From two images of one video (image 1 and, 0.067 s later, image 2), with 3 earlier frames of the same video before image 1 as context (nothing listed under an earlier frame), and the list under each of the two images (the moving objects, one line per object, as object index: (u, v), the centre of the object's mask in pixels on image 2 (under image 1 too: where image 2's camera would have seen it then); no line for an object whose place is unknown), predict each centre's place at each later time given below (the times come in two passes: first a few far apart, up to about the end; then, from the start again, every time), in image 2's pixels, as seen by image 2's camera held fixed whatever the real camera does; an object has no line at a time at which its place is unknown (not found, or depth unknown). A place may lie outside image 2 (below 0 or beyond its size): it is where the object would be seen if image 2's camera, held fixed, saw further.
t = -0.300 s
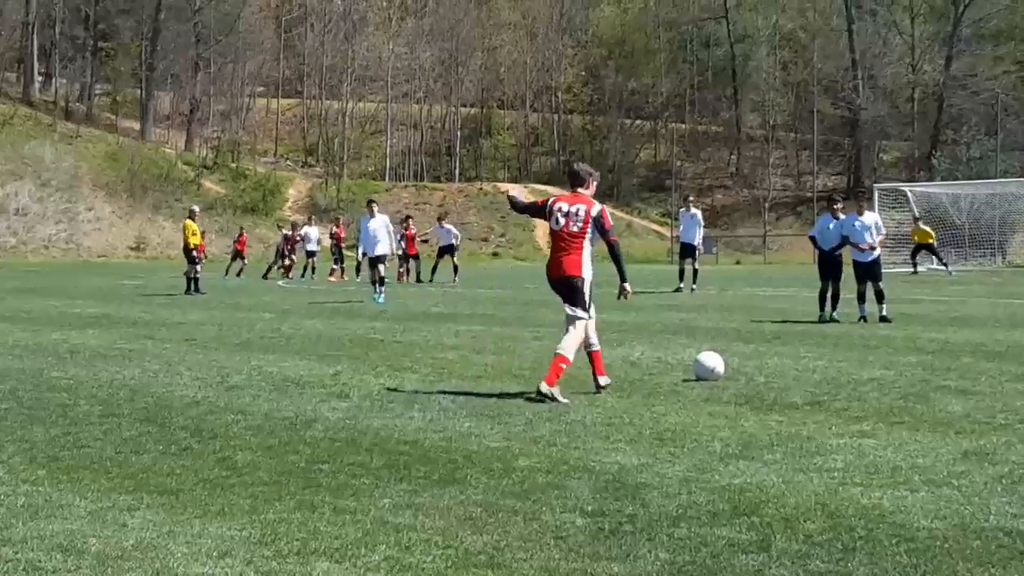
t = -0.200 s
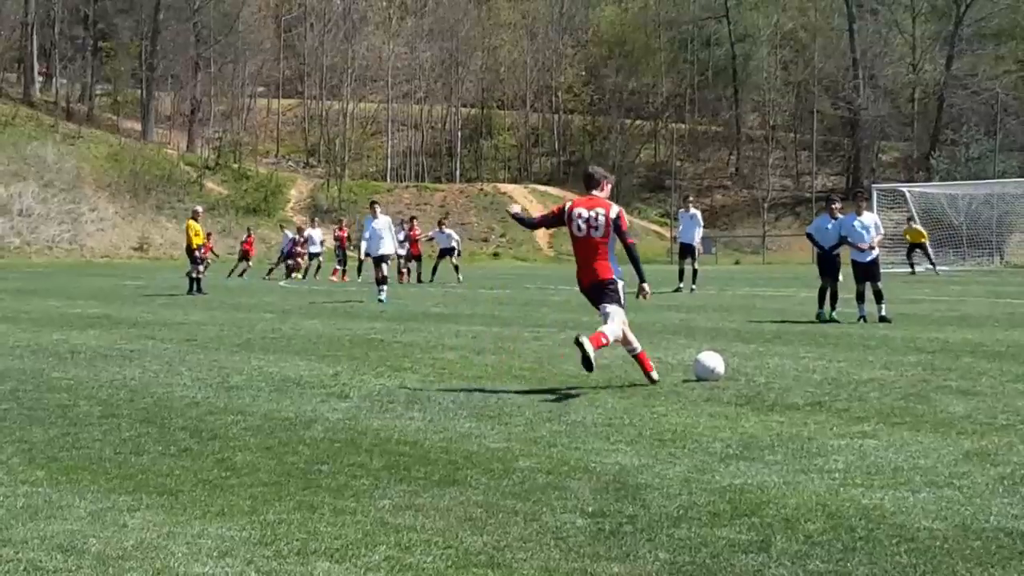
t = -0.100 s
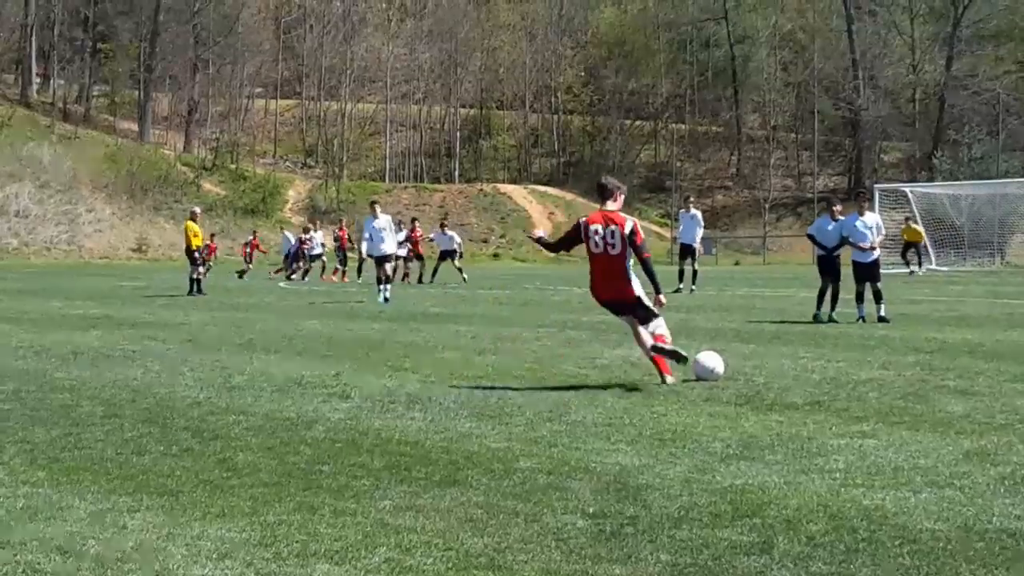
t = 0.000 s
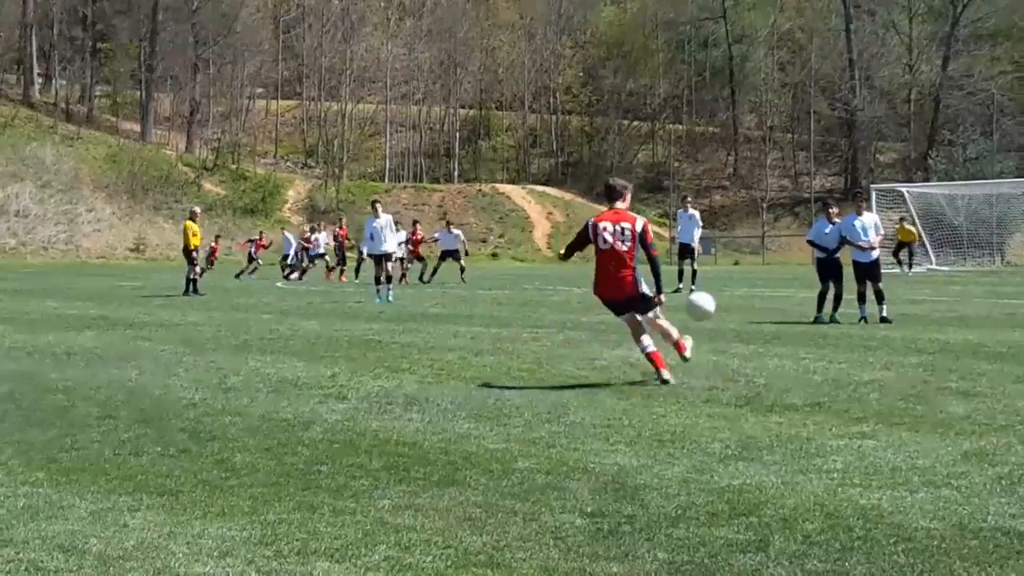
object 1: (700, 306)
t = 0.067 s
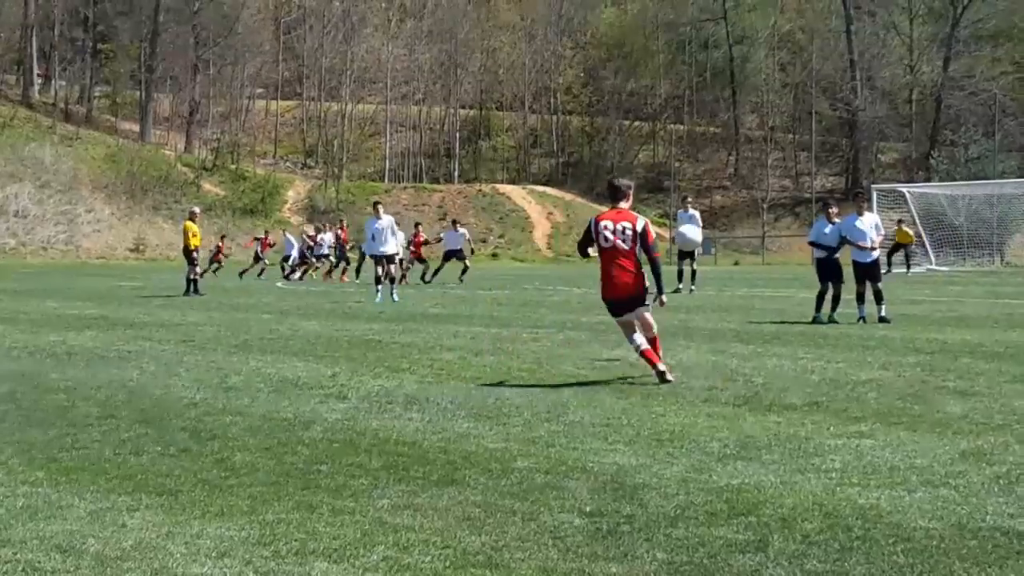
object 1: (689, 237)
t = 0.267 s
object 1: (664, 107)
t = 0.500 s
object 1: (639, 39)
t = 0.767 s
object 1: (618, 21)
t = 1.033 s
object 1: (596, 46)
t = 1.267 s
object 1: (582, 89)
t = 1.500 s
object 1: (571, 146)
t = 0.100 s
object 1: (684, 208)
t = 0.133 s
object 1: (679, 183)
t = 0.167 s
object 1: (675, 160)
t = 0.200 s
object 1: (672, 140)
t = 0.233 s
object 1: (667, 123)
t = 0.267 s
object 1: (664, 107)
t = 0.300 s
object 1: (658, 91)
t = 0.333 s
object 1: (654, 79)
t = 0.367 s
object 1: (653, 68)
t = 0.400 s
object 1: (647, 59)
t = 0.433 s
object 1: (645, 52)
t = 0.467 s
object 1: (642, 46)
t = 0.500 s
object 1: (639, 39)
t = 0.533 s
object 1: (635, 35)
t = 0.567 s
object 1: (633, 31)
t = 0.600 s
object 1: (630, 27)
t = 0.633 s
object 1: (625, 24)
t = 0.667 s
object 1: (624, 23)
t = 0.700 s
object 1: (622, 23)
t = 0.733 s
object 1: (620, 22)
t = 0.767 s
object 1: (618, 21)
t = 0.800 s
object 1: (615, 22)
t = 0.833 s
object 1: (611, 23)
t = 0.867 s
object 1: (609, 27)
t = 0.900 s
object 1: (607, 29)
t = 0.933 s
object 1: (602, 33)
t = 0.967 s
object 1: (601, 37)
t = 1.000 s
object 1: (599, 40)
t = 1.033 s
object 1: (596, 46)
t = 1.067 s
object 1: (595, 50)
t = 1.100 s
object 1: (593, 56)
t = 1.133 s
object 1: (590, 61)
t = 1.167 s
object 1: (588, 68)
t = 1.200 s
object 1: (586, 73)
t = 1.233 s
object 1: (583, 82)
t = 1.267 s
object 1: (582, 89)
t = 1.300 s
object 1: (580, 96)
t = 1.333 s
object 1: (579, 104)
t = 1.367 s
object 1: (578, 111)
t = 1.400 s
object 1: (577, 118)
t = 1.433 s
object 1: (575, 127)
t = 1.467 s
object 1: (573, 137)
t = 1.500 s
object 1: (571, 146)
